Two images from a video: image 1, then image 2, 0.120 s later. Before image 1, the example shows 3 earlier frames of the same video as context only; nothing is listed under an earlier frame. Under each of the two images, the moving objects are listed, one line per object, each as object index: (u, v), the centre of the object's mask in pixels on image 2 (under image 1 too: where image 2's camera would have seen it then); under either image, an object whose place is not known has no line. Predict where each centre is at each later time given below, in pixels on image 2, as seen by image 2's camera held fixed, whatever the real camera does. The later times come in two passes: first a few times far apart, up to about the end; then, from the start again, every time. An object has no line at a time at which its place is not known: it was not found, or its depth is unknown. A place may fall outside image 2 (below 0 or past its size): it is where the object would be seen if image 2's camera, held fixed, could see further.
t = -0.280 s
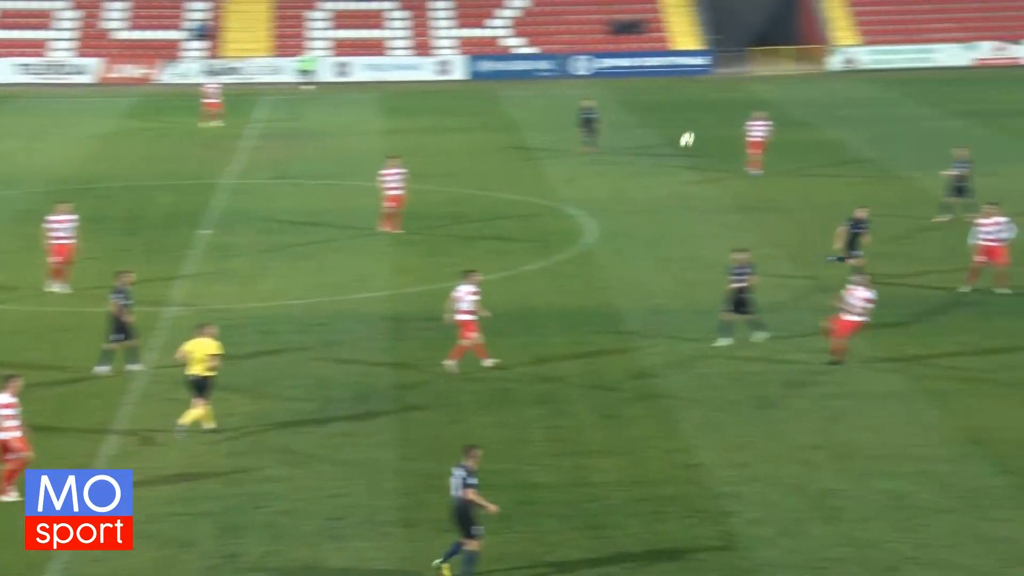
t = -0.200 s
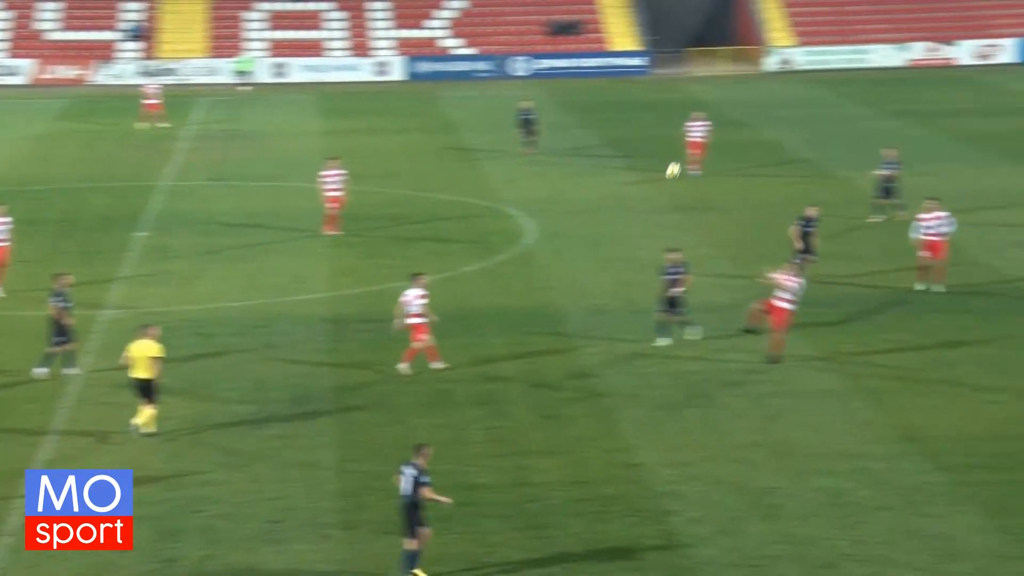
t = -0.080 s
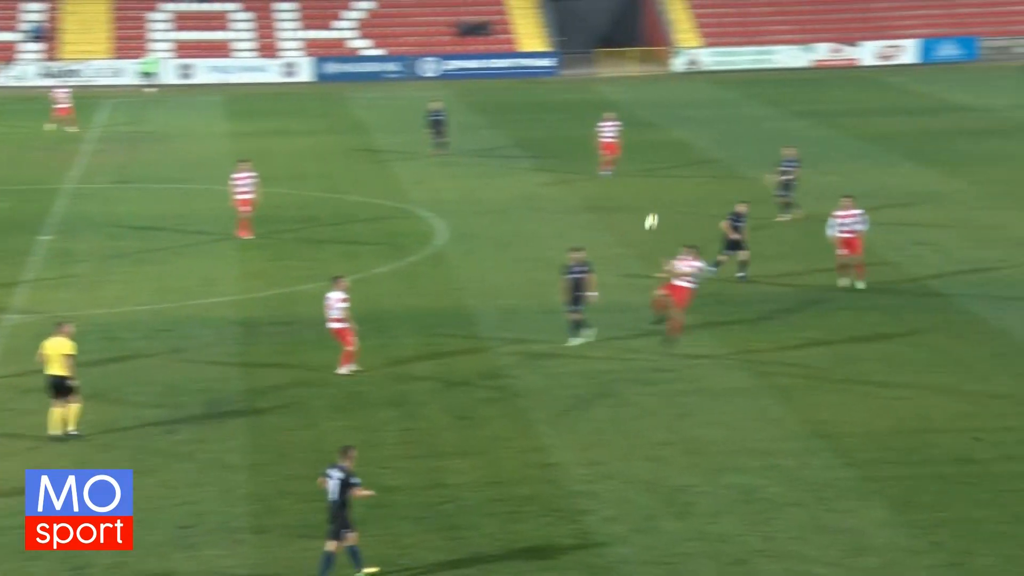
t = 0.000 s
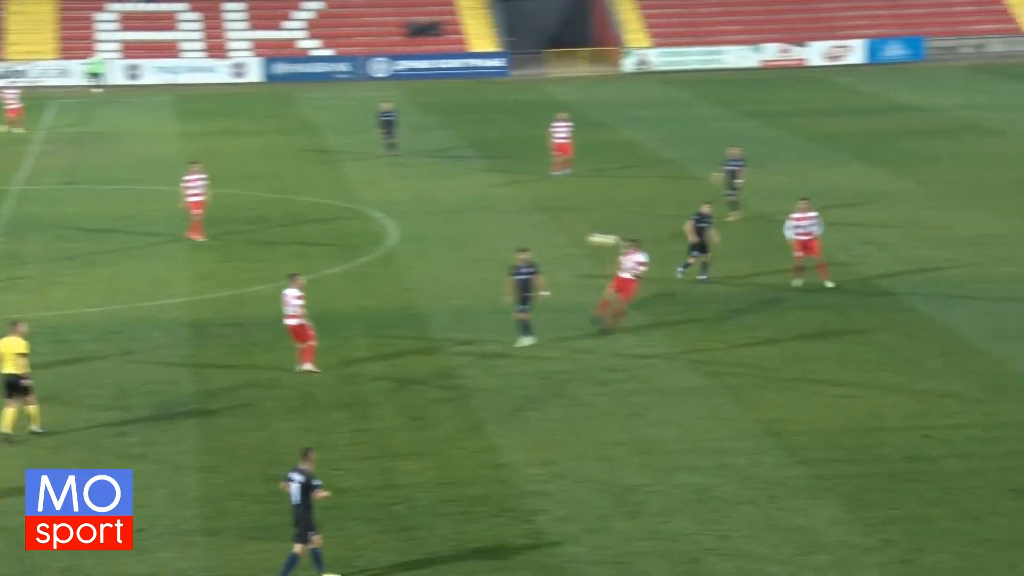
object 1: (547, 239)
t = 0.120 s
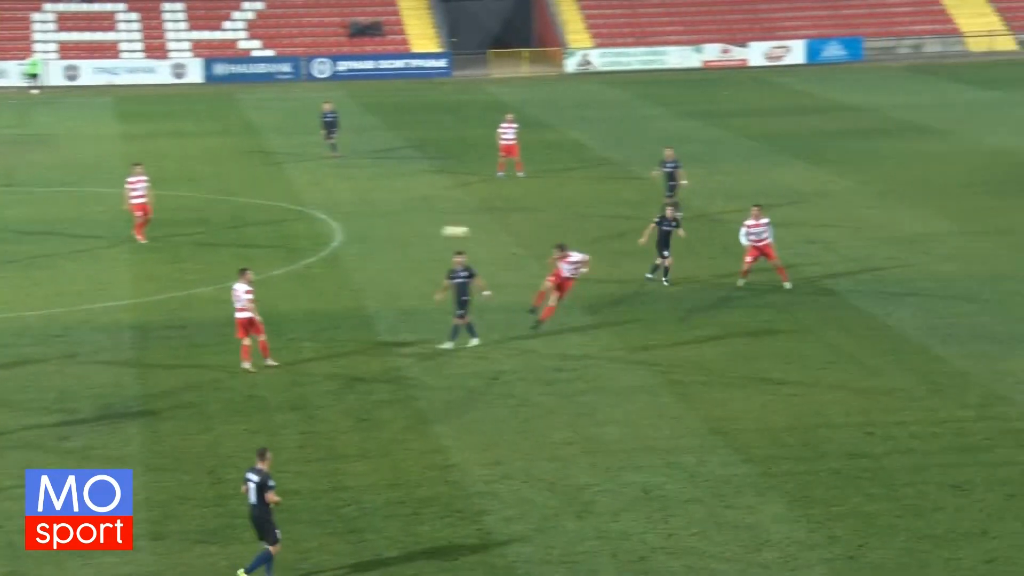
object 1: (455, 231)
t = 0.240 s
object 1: (367, 232)
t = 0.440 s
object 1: (230, 255)
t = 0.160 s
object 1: (425, 230)
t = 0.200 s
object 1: (395, 230)
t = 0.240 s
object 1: (367, 232)
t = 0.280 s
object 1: (337, 235)
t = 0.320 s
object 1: (310, 239)
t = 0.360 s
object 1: (283, 243)
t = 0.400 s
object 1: (256, 248)
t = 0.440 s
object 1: (230, 255)
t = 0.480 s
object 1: (204, 262)
